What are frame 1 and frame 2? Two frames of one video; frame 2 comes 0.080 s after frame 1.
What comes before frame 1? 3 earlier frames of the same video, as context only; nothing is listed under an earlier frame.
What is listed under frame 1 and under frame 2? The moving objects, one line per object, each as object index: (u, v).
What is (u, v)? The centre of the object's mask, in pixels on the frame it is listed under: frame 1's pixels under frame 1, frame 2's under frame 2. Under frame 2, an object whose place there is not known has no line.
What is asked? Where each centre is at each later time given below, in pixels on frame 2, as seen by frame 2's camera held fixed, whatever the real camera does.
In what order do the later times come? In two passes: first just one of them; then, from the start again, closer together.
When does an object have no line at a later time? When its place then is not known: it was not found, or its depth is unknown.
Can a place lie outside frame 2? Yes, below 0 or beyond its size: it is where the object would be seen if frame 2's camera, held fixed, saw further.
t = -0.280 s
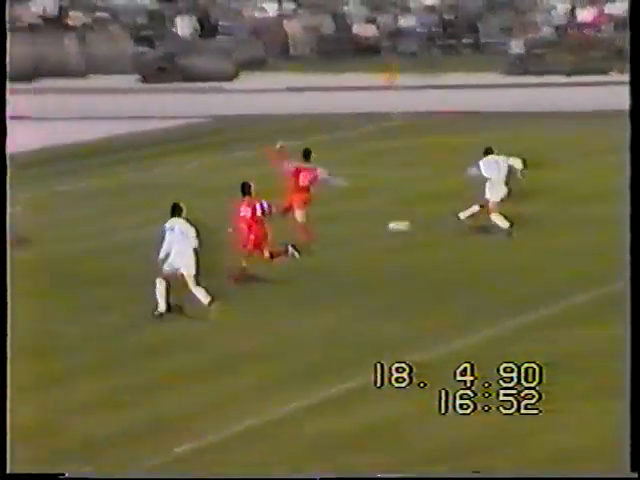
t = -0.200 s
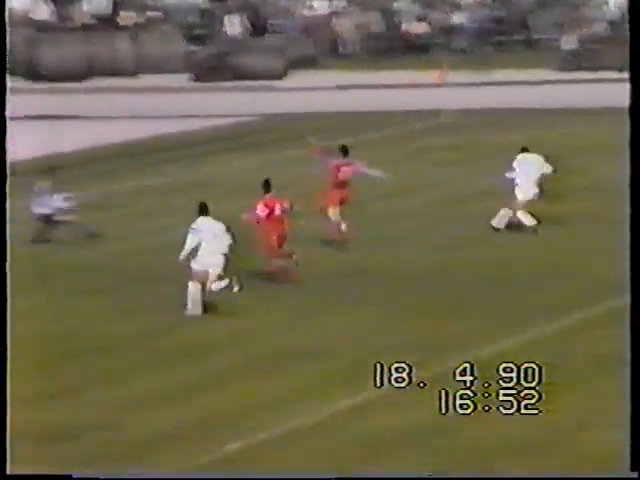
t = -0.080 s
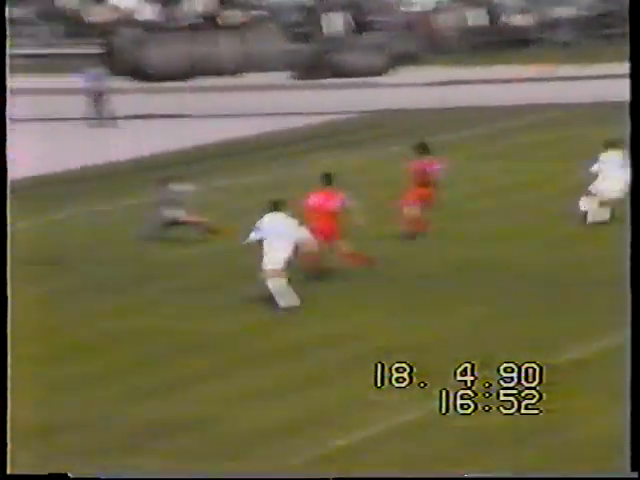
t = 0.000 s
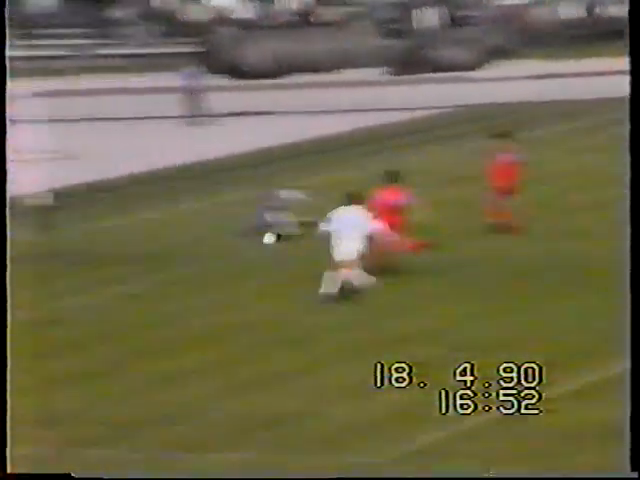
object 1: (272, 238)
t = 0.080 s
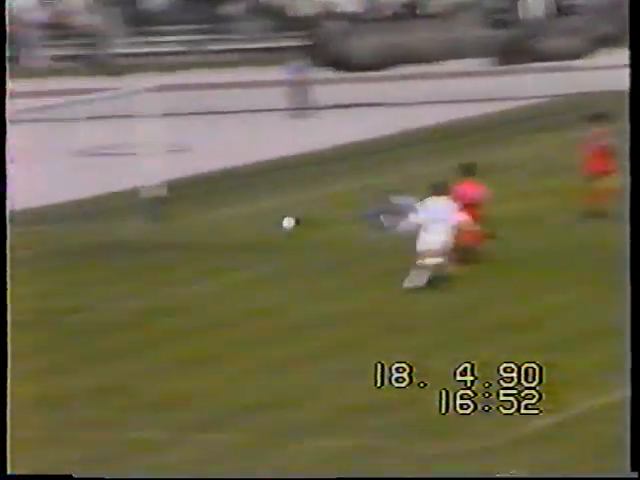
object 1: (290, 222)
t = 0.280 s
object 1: (88, 229)
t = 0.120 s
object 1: (252, 220)
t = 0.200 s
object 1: (169, 221)
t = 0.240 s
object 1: (128, 225)
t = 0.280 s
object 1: (88, 229)
